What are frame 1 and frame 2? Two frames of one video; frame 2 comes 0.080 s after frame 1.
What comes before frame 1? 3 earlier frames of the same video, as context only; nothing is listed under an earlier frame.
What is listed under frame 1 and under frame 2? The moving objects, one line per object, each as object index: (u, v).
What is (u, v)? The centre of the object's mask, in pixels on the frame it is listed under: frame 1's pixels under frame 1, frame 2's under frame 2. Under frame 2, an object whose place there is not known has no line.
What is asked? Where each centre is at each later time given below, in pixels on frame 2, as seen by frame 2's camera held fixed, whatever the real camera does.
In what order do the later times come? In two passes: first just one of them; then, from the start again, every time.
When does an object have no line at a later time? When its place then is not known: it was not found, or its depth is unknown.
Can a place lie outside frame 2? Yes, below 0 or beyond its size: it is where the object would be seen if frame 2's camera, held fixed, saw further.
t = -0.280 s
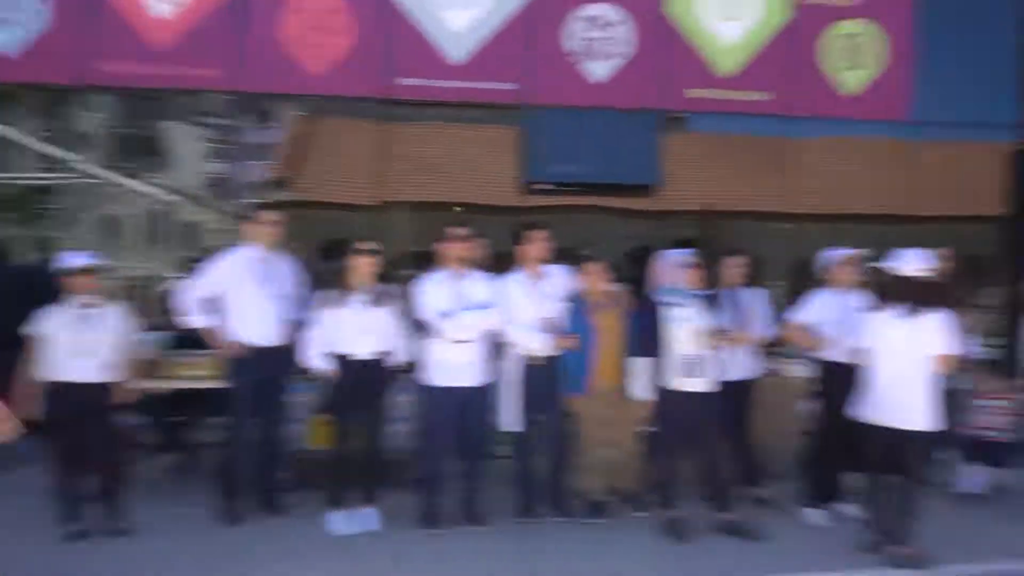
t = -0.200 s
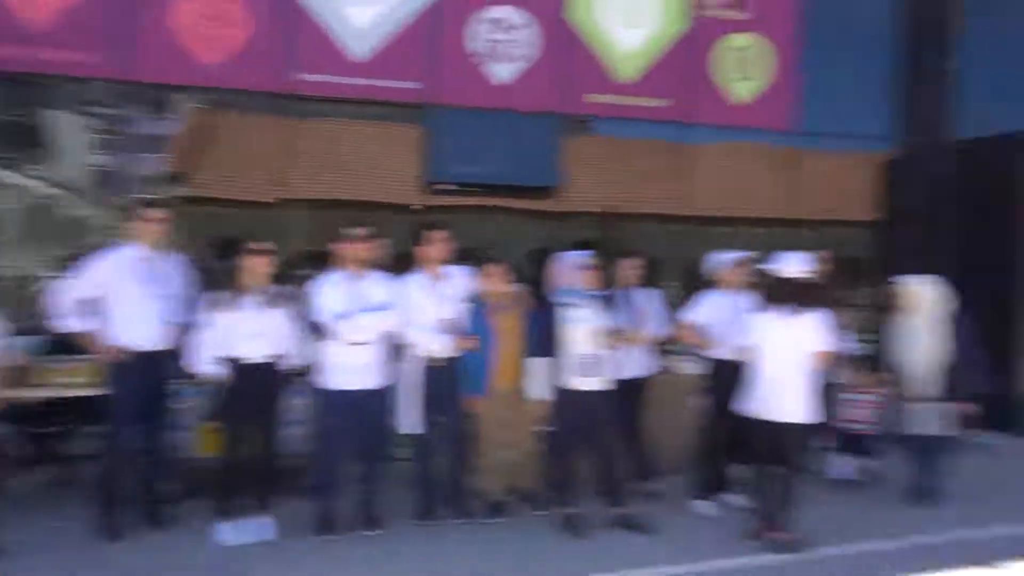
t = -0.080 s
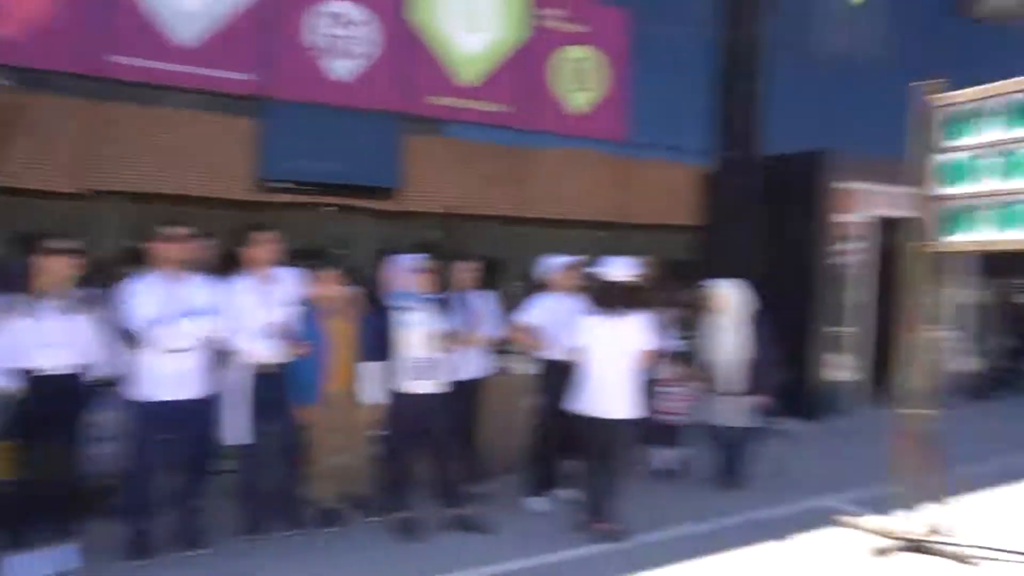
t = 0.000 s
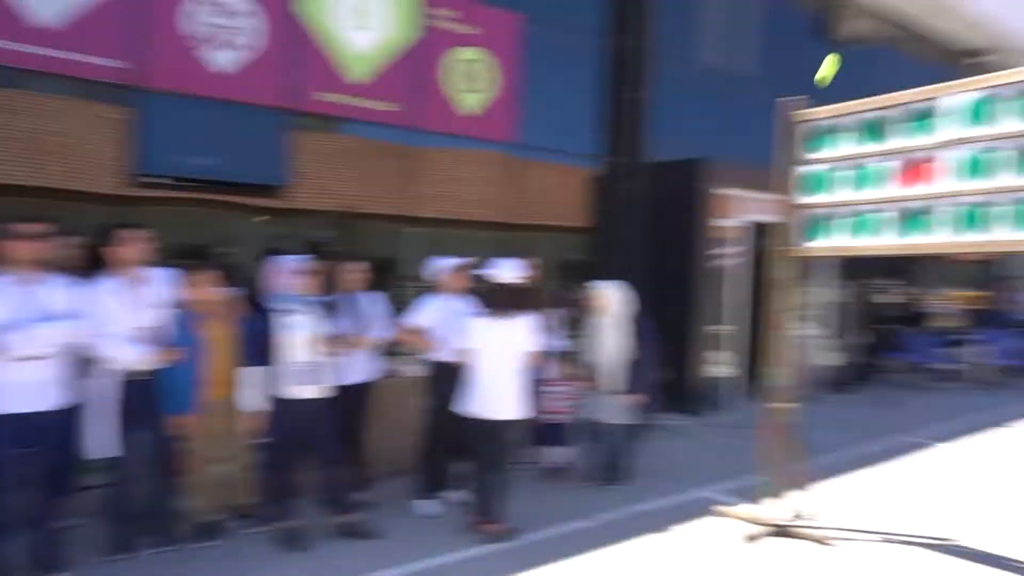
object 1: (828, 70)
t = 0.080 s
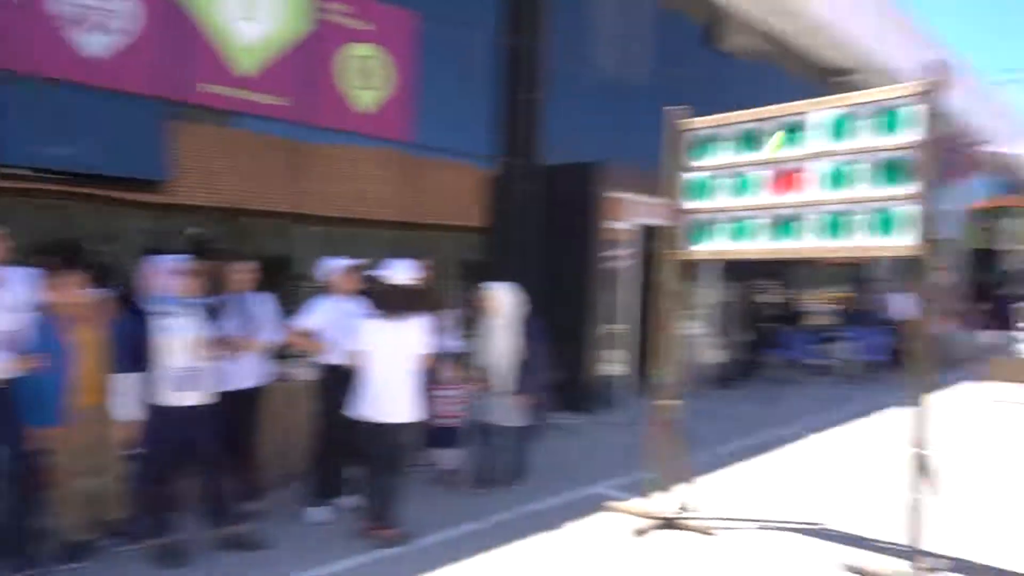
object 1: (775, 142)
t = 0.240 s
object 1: (755, 207)
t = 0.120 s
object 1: (785, 172)
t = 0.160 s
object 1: (776, 181)
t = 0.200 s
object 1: (765, 194)
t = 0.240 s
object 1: (755, 207)
